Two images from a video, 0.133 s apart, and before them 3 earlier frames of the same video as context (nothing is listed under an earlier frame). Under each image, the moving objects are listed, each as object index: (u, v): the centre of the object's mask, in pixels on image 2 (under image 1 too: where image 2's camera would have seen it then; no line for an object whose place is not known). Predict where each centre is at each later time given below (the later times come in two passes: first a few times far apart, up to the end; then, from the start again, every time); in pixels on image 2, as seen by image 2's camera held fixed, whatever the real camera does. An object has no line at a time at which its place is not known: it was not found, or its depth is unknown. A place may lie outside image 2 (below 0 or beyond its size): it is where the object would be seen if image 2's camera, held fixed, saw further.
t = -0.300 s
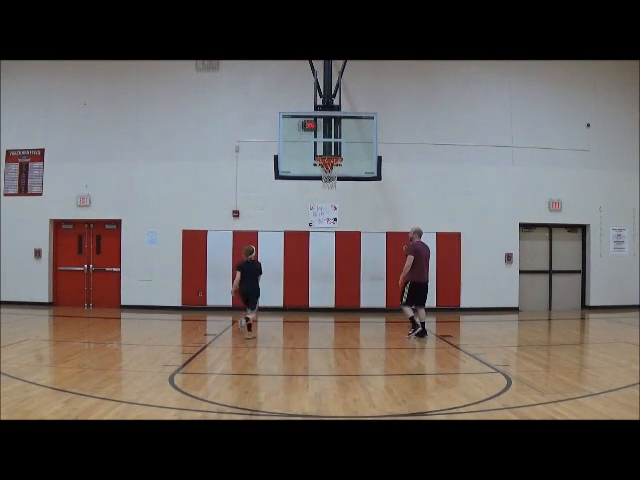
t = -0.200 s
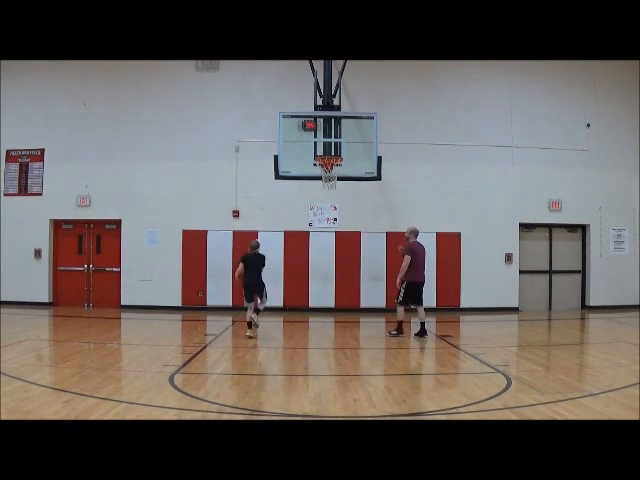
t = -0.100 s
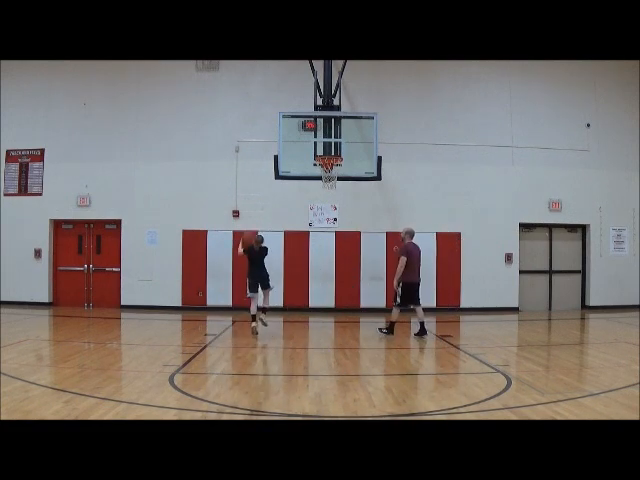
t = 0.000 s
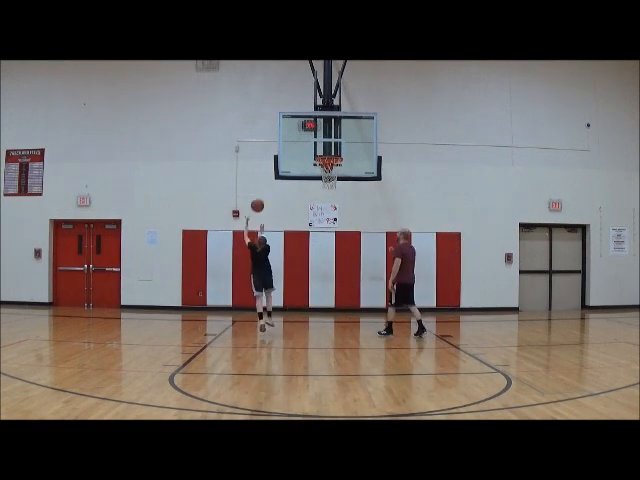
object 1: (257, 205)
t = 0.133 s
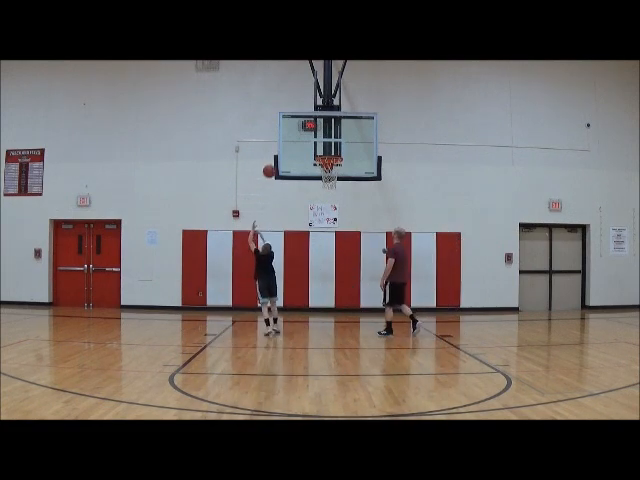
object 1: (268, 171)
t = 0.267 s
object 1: (280, 148)
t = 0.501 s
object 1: (299, 132)
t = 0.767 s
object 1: (316, 146)
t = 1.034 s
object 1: (339, 168)
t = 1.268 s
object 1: (333, 191)
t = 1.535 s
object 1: (325, 251)
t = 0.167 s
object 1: (272, 164)
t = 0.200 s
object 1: (275, 158)
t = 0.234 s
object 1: (278, 153)
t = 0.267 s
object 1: (280, 148)
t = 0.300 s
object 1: (283, 143)
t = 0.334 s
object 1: (286, 140)
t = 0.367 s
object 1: (289, 137)
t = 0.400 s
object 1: (291, 135)
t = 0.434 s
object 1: (294, 133)
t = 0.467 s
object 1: (297, 132)
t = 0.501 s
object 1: (299, 132)
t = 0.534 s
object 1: (301, 132)
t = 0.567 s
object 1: (303, 132)
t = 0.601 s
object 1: (305, 133)
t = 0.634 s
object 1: (307, 134)
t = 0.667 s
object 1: (309, 136)
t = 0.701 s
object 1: (312, 139)
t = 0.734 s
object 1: (314, 142)
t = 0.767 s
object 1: (316, 146)
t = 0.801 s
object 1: (319, 151)
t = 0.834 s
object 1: (321, 152)
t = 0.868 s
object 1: (325, 152)
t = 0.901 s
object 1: (328, 153)
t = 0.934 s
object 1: (332, 154)
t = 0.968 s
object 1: (335, 163)
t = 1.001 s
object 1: (339, 165)
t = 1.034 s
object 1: (339, 168)
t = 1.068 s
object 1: (340, 171)
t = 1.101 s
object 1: (338, 174)
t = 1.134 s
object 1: (338, 177)
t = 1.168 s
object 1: (337, 180)
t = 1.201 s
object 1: (335, 183)
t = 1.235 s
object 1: (334, 188)
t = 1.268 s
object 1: (333, 191)
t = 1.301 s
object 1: (332, 197)
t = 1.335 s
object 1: (331, 203)
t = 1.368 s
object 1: (330, 209)
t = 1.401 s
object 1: (329, 217)
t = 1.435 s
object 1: (328, 224)
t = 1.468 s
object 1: (327, 233)
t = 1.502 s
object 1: (326, 242)
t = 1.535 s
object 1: (325, 251)
